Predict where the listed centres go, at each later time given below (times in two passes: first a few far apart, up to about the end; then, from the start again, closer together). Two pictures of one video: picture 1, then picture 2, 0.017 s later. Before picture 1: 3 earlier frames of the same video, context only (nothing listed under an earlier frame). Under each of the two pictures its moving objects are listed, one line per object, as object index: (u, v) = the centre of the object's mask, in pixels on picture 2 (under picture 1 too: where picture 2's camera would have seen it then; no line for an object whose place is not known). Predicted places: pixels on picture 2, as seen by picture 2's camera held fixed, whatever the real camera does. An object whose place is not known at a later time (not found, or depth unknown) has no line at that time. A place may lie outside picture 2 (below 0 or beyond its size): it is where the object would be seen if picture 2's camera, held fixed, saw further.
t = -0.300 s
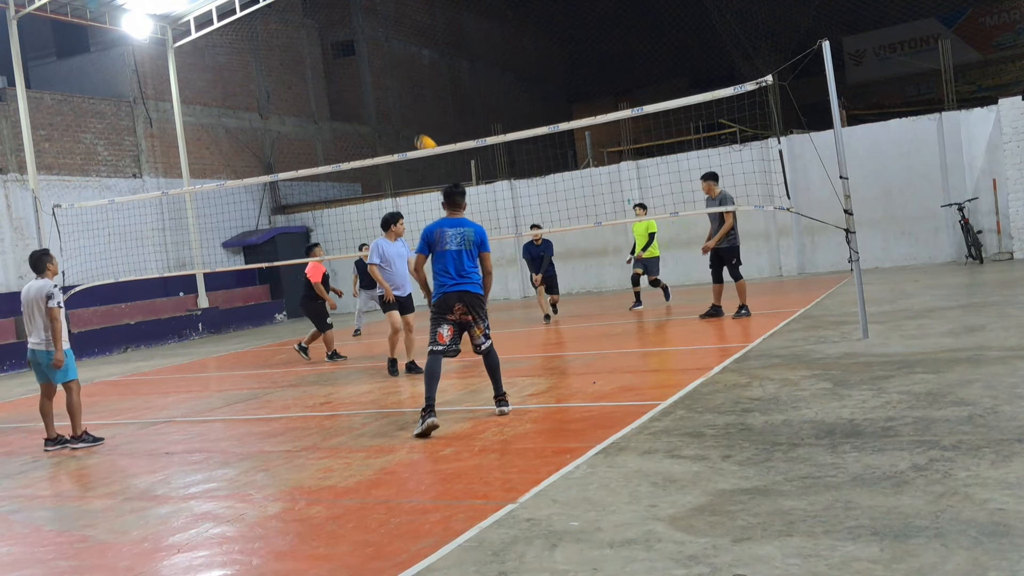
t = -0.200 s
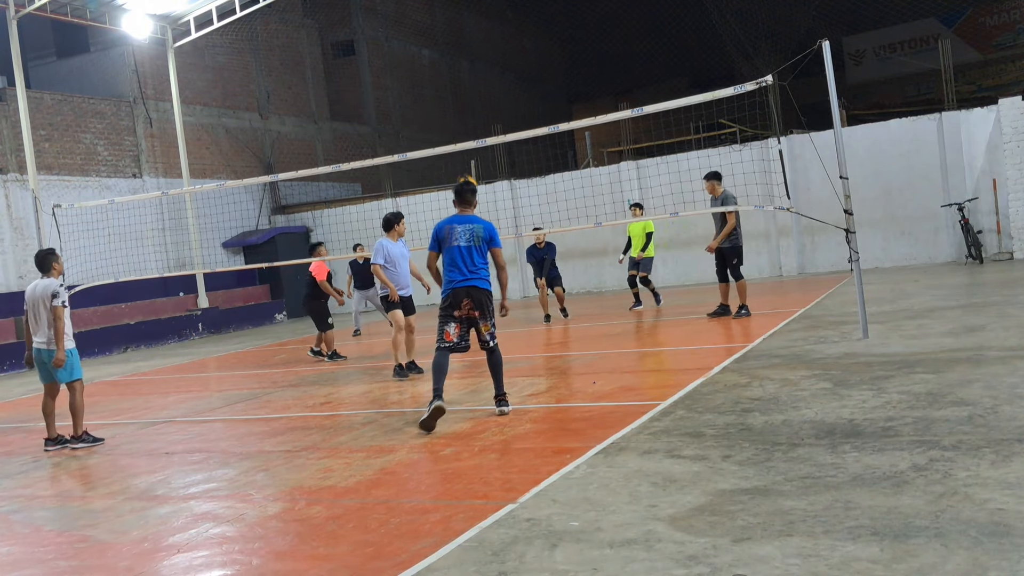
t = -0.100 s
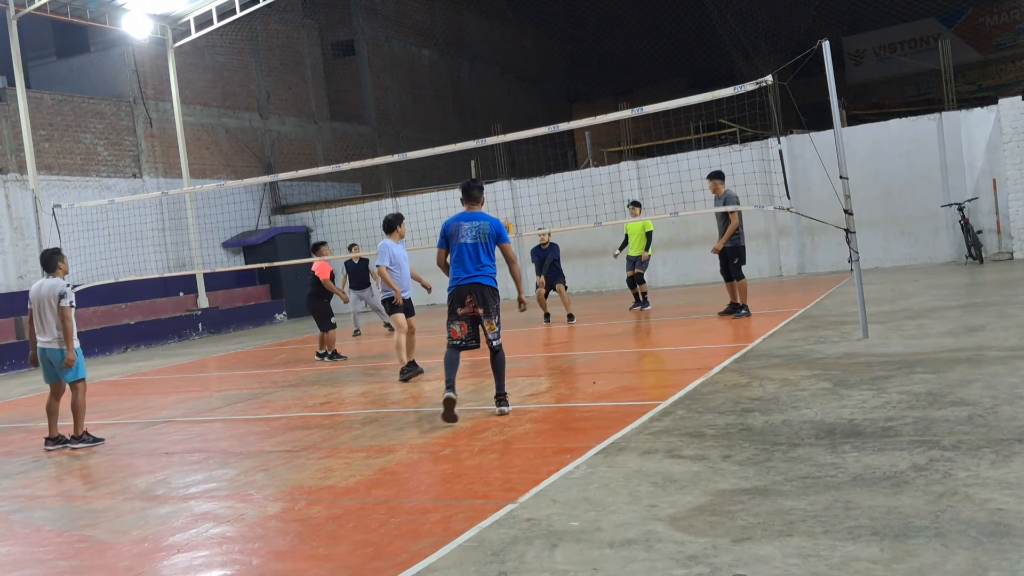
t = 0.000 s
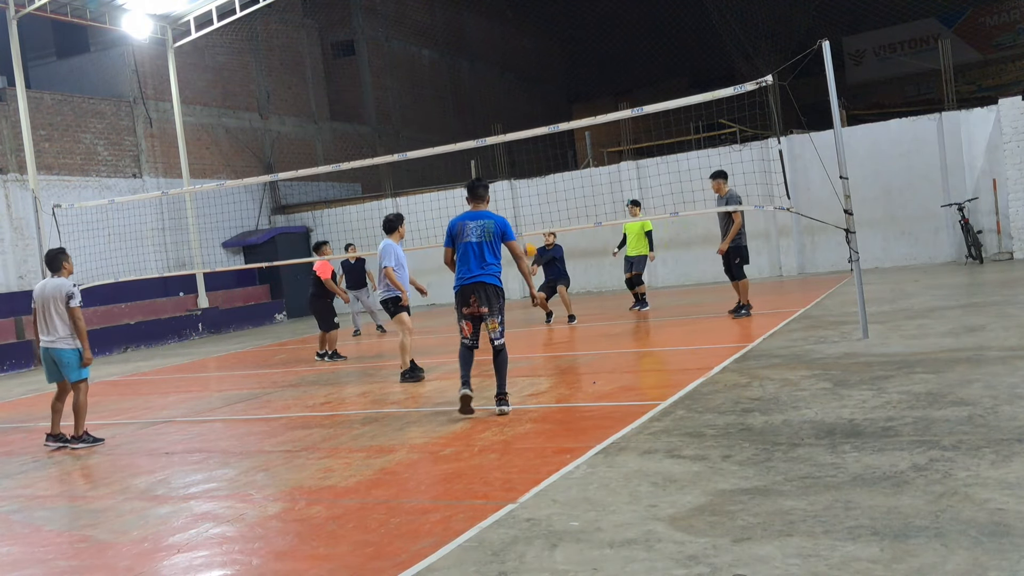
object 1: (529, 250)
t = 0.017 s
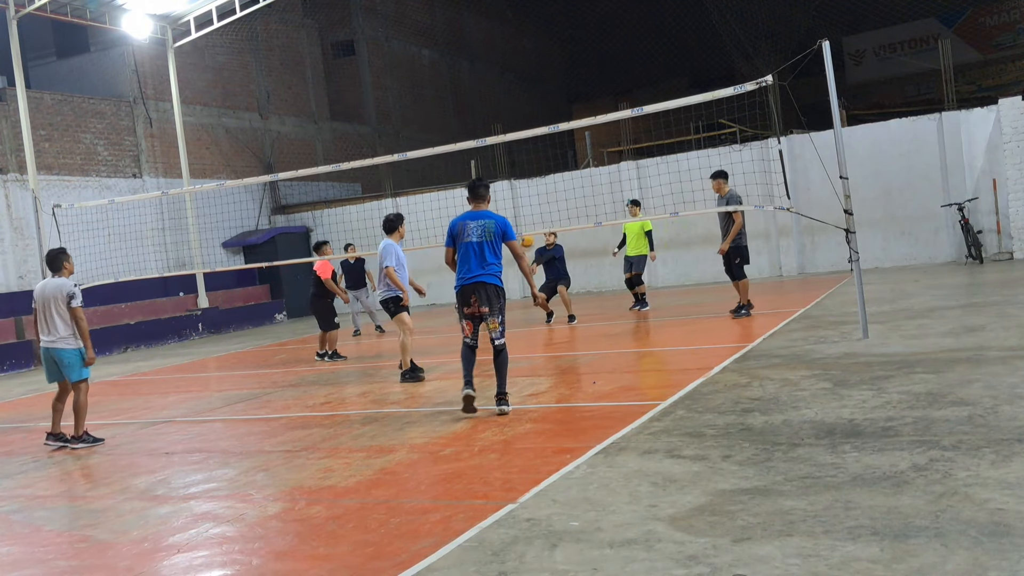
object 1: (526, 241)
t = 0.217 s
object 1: (496, 153)
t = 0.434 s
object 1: (468, 89)
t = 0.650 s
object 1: (444, 58)
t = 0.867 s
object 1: (425, 59)
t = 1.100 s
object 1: (409, 97)
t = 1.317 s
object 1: (398, 168)
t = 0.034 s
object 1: (524, 234)
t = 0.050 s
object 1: (522, 225)
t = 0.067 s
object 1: (519, 217)
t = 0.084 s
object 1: (516, 209)
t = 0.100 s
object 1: (513, 202)
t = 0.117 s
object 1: (511, 194)
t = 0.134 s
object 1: (508, 186)
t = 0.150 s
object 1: (506, 179)
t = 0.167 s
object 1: (504, 172)
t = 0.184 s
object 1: (501, 167)
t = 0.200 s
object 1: (498, 160)
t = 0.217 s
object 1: (496, 153)
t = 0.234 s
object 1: (495, 150)
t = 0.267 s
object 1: (489, 133)
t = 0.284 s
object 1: (487, 130)
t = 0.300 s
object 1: (486, 126)
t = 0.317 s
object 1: (483, 120)
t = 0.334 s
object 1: (481, 115)
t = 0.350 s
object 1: (479, 110)
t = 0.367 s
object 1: (477, 105)
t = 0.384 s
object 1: (475, 101)
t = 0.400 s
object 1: (473, 97)
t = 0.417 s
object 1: (470, 93)
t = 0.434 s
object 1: (468, 89)
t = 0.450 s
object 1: (467, 86)
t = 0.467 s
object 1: (465, 82)
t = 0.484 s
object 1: (463, 79)
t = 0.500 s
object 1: (461, 76)
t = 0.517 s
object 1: (459, 73)
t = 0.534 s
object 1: (457, 71)
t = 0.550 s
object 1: (455, 68)
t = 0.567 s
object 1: (453, 66)
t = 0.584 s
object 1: (451, 64)
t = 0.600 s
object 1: (449, 62)
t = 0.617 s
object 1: (448, 60)
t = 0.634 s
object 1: (446, 59)
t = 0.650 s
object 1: (444, 58)
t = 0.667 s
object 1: (443, 56)
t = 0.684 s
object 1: (441, 56)
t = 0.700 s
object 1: (440, 55)
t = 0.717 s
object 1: (438, 54)
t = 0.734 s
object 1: (437, 54)
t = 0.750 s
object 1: (435, 54)
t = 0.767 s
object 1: (433, 54)
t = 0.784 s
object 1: (432, 54)
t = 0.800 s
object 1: (431, 54)
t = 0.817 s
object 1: (429, 55)
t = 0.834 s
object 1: (428, 56)
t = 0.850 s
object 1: (426, 57)
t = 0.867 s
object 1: (425, 59)
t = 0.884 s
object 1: (424, 60)
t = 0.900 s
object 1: (422, 61)
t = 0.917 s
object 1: (421, 63)
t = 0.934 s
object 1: (420, 65)
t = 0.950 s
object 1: (419, 67)
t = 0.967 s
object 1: (418, 70)
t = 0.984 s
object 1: (417, 73)
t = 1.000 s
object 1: (415, 75)
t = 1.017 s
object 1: (414, 79)
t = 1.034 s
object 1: (413, 82)
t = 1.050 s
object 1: (412, 85)
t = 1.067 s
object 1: (411, 89)
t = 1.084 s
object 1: (410, 93)
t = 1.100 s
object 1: (409, 97)
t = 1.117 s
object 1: (408, 101)
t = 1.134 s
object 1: (407, 105)
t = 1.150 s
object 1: (406, 110)
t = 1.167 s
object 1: (406, 114)
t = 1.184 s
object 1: (405, 120)
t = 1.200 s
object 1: (404, 125)
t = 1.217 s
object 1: (403, 130)
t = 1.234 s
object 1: (402, 135)
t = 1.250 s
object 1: (402, 141)
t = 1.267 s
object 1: (401, 146)
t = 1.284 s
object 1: (400, 150)
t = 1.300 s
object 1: (399, 161)
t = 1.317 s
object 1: (398, 168)
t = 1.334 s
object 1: (398, 173)
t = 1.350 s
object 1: (397, 179)
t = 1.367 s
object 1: (396, 186)
